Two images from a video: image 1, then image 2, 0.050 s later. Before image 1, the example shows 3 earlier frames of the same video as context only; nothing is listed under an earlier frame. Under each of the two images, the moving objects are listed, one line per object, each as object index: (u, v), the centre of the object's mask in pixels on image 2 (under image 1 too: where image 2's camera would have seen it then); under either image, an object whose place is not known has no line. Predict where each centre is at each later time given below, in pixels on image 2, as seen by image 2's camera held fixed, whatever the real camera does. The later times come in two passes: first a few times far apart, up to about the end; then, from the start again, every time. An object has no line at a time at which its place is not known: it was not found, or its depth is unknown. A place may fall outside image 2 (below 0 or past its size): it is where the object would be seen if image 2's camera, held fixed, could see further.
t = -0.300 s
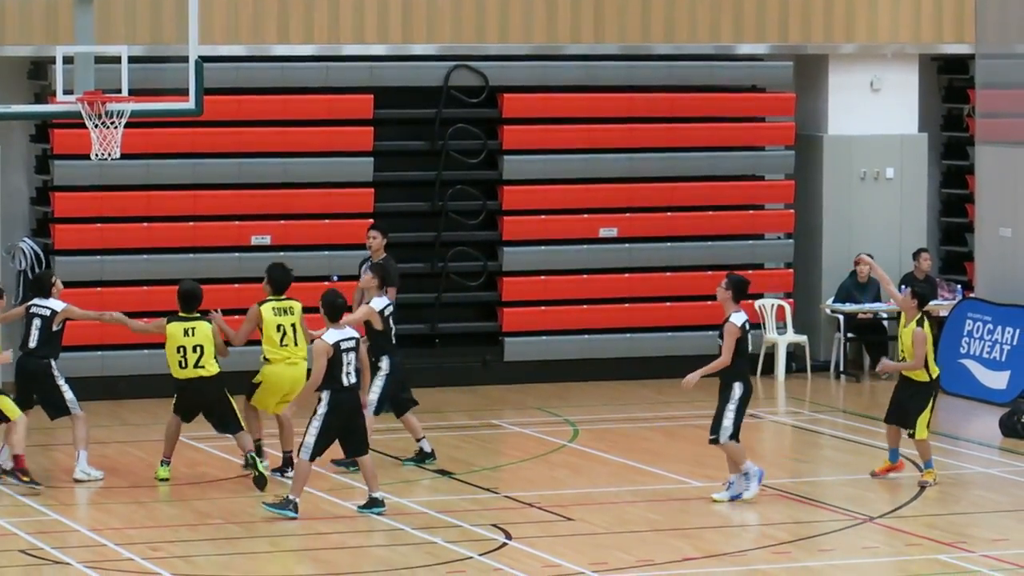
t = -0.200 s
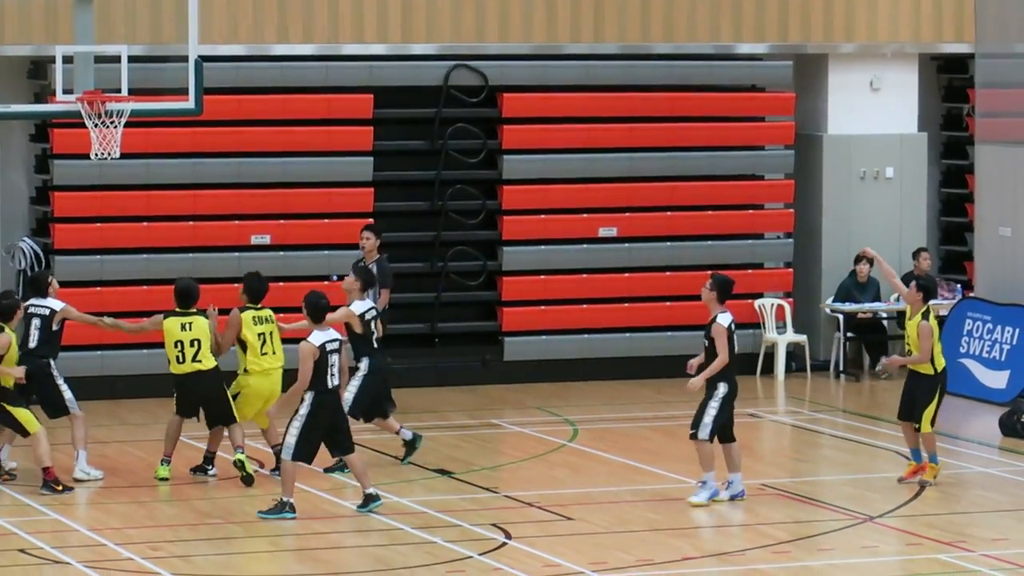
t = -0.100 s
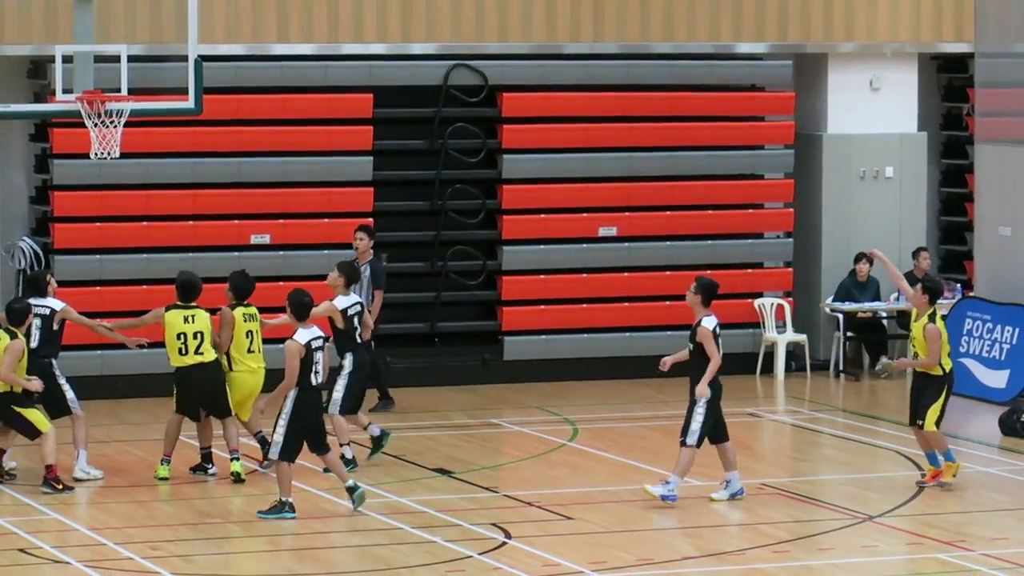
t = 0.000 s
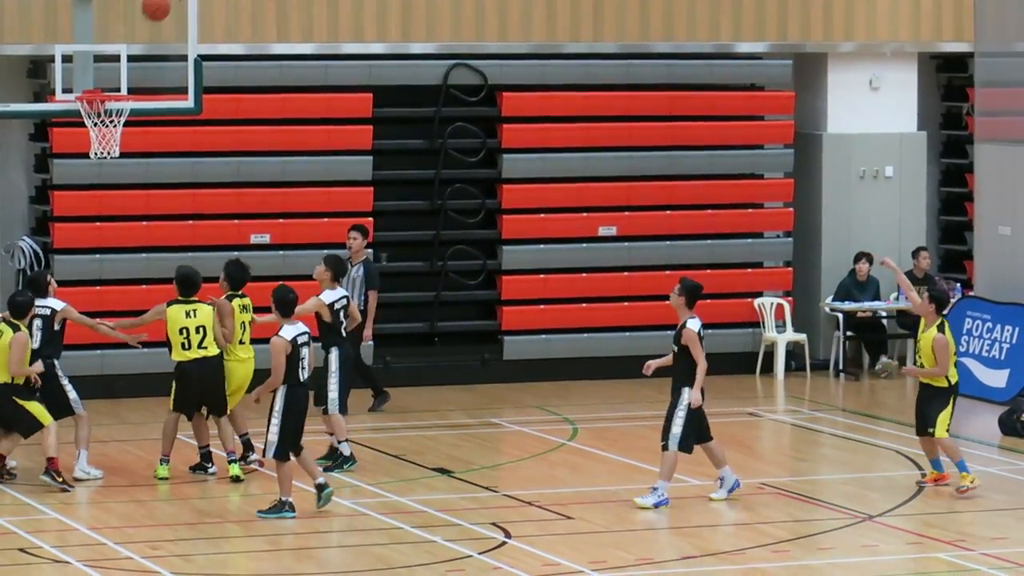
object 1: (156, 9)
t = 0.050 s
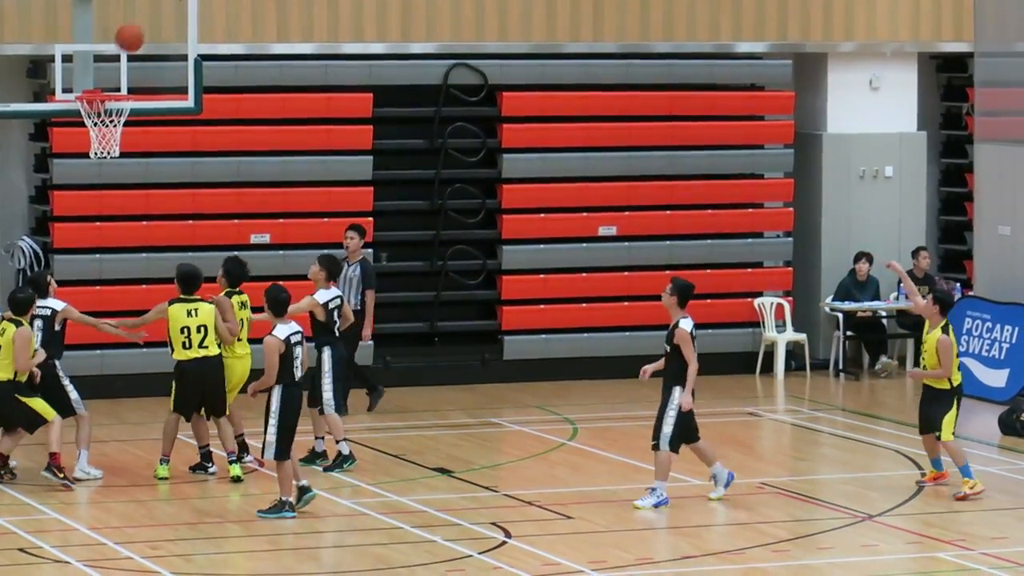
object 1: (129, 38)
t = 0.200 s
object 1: (109, 88)
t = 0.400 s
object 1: (107, 61)
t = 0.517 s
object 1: (114, 58)
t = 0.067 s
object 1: (120, 49)
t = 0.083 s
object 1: (111, 61)
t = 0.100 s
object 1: (103, 73)
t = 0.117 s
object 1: (93, 84)
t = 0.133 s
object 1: (93, 88)
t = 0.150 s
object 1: (101, 88)
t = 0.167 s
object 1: (109, 90)
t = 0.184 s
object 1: (113, 90)
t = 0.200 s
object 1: (109, 88)
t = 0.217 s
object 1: (103, 88)
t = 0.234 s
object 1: (98, 88)
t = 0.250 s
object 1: (97, 86)
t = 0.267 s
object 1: (99, 83)
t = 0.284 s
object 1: (100, 79)
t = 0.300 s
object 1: (100, 76)
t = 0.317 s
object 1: (102, 72)
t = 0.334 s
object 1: (103, 69)
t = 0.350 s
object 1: (104, 66)
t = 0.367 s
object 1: (105, 64)
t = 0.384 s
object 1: (106, 62)
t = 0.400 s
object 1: (107, 61)
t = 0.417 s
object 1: (108, 59)
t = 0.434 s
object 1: (108, 58)
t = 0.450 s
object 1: (110, 57)
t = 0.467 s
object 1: (110, 57)
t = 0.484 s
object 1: (111, 57)
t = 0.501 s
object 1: (112, 57)
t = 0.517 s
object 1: (114, 58)
